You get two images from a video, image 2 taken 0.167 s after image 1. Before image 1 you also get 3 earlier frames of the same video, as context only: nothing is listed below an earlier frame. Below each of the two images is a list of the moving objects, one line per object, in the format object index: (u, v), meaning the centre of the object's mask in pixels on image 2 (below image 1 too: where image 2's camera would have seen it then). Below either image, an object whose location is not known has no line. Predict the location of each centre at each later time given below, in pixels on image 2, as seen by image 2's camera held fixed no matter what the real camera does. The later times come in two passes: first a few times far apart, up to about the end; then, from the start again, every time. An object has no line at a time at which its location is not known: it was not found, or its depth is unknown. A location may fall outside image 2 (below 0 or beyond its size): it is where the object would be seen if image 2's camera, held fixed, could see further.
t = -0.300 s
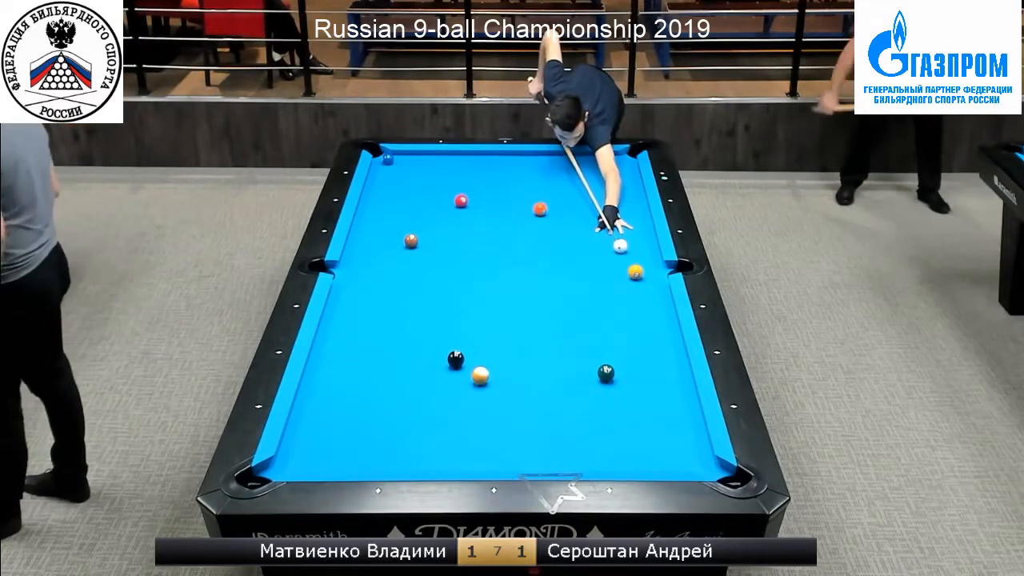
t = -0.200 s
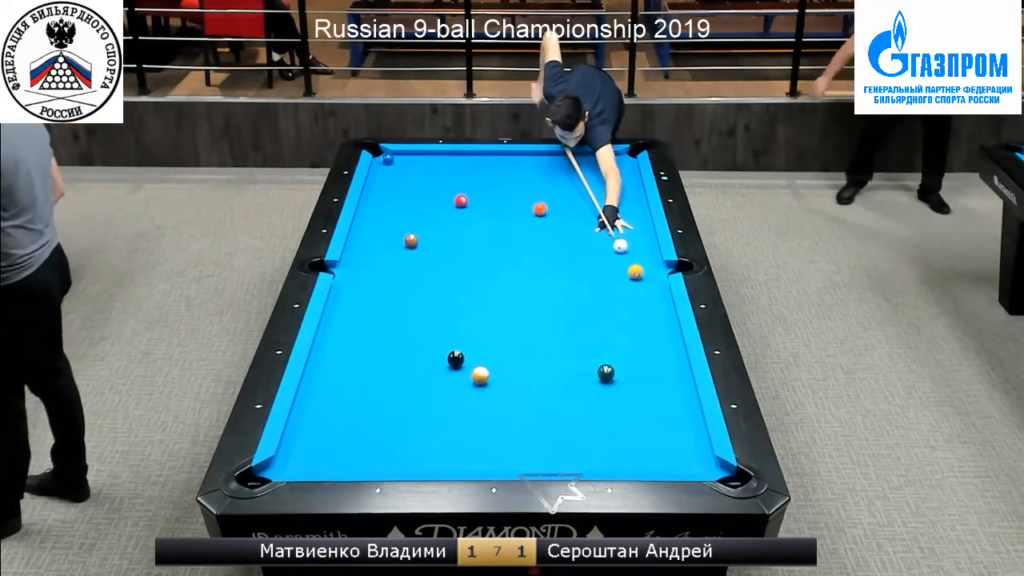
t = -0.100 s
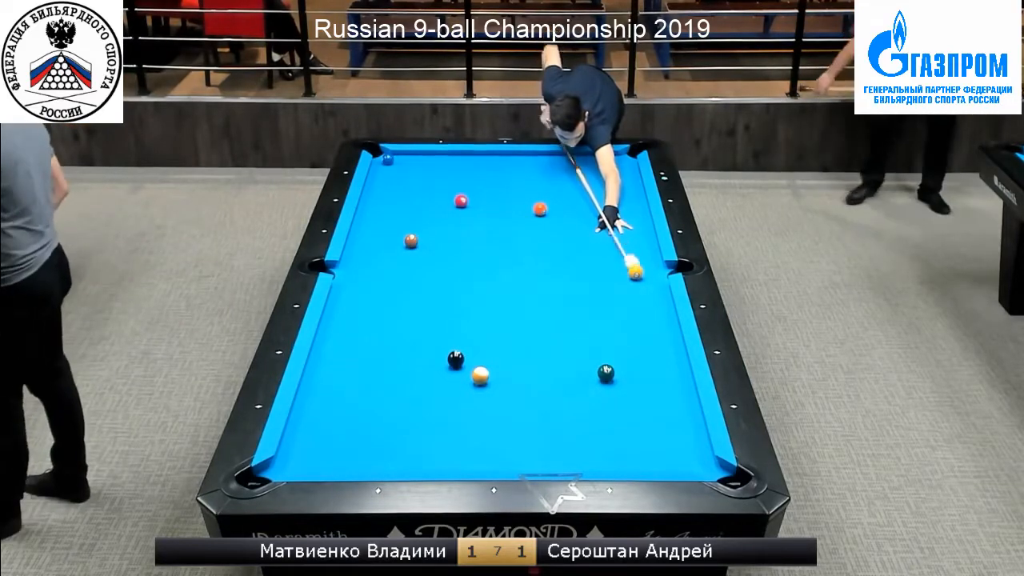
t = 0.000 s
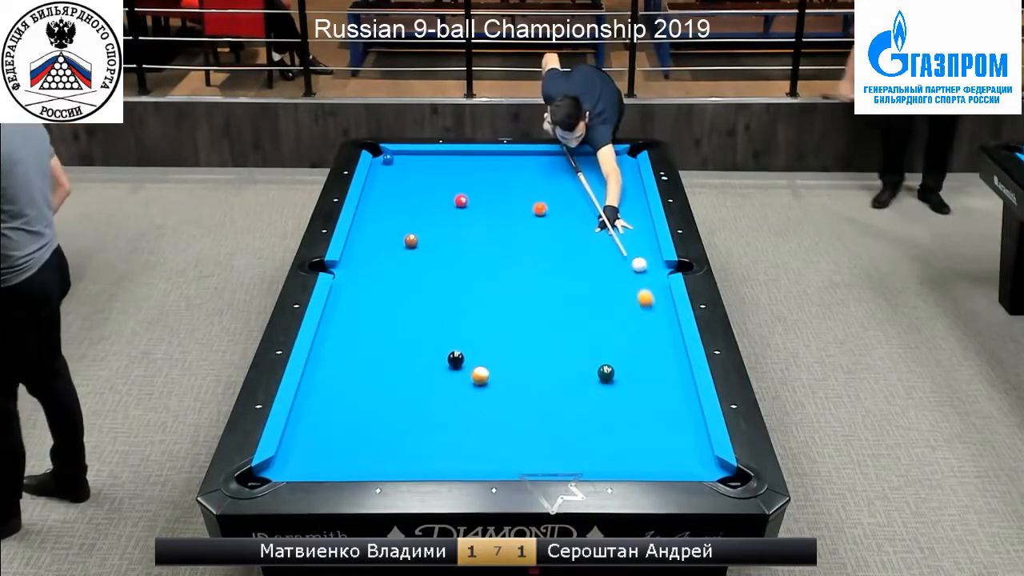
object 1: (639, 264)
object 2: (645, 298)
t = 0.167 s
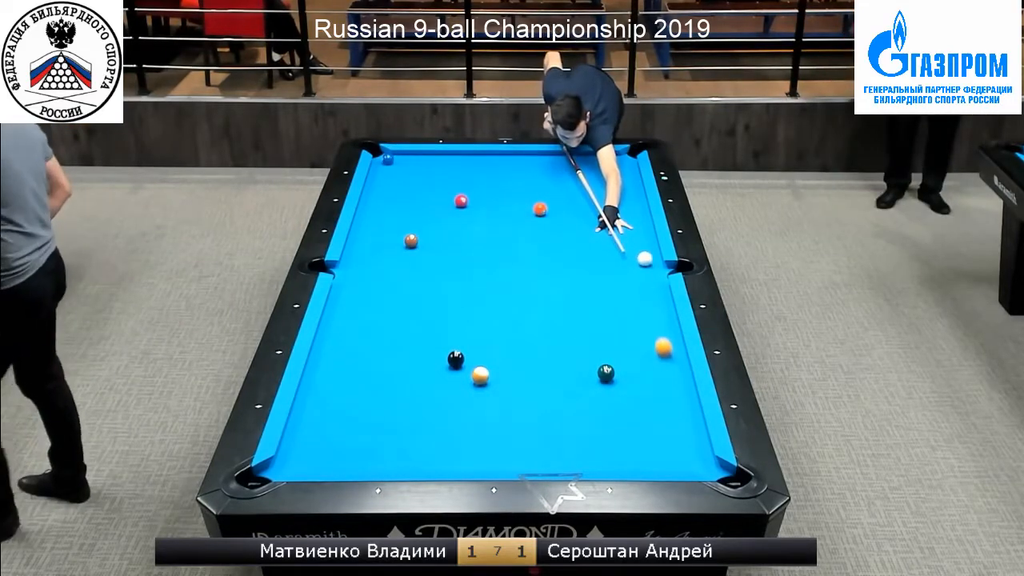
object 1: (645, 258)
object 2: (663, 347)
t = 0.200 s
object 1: (645, 257)
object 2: (667, 357)
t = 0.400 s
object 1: (649, 249)
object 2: (689, 419)
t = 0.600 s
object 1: (651, 242)
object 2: (728, 479)
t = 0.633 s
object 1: (650, 240)
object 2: (736, 483)
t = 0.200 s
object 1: (645, 257)
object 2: (667, 357)
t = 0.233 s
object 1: (646, 256)
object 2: (670, 367)
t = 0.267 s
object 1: (646, 254)
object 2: (674, 377)
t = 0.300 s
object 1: (647, 253)
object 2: (678, 387)
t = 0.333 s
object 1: (648, 251)
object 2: (682, 397)
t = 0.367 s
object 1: (648, 250)
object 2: (685, 407)
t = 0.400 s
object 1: (649, 249)
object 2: (689, 419)
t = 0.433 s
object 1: (650, 247)
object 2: (693, 430)
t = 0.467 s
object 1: (650, 246)
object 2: (698, 441)
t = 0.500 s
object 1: (651, 245)
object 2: (702, 453)
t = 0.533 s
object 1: (651, 244)
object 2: (707, 465)
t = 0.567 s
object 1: (651, 242)
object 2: (714, 473)
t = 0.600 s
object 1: (651, 242)
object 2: (728, 479)
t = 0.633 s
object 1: (650, 240)
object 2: (736, 483)
